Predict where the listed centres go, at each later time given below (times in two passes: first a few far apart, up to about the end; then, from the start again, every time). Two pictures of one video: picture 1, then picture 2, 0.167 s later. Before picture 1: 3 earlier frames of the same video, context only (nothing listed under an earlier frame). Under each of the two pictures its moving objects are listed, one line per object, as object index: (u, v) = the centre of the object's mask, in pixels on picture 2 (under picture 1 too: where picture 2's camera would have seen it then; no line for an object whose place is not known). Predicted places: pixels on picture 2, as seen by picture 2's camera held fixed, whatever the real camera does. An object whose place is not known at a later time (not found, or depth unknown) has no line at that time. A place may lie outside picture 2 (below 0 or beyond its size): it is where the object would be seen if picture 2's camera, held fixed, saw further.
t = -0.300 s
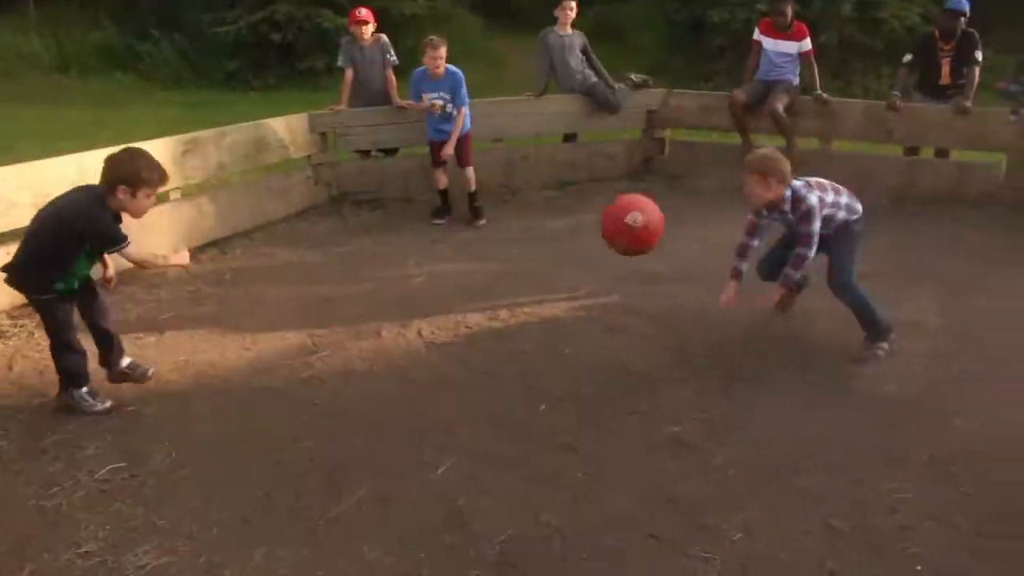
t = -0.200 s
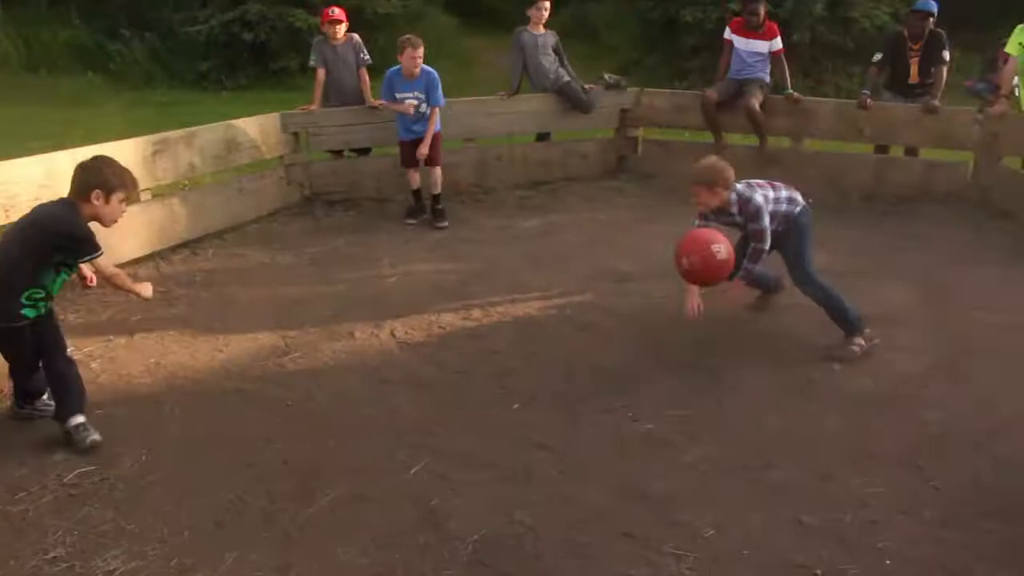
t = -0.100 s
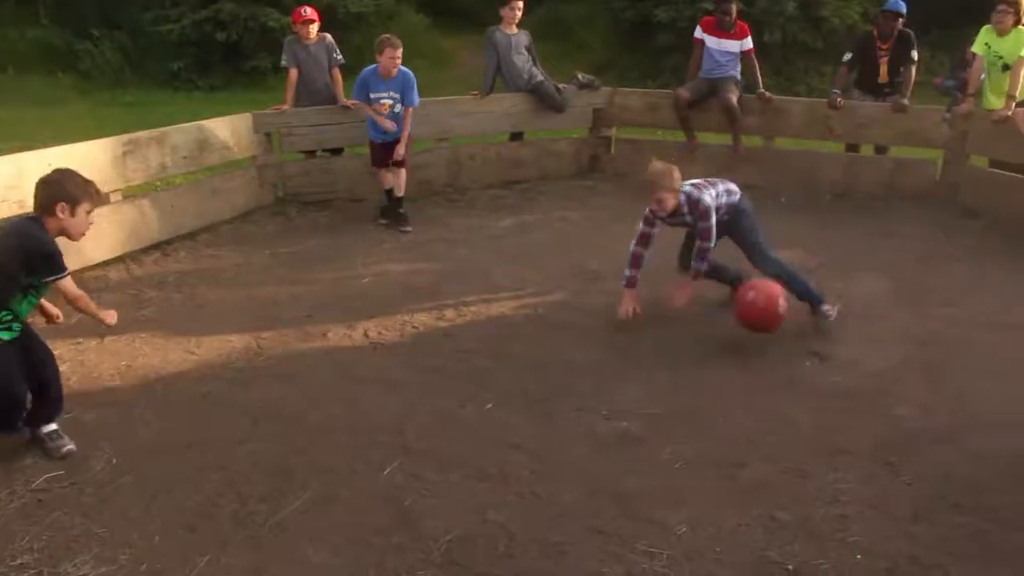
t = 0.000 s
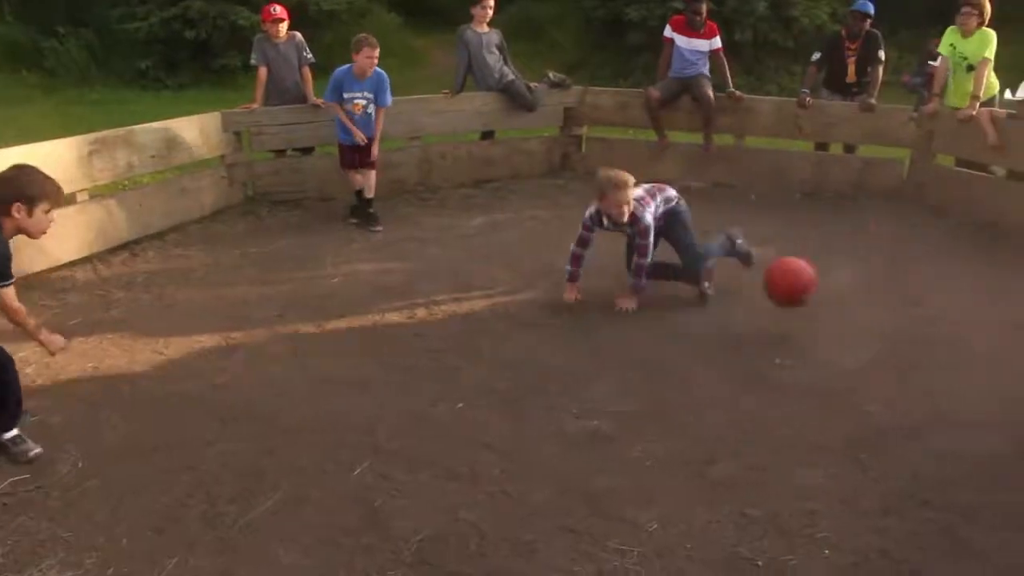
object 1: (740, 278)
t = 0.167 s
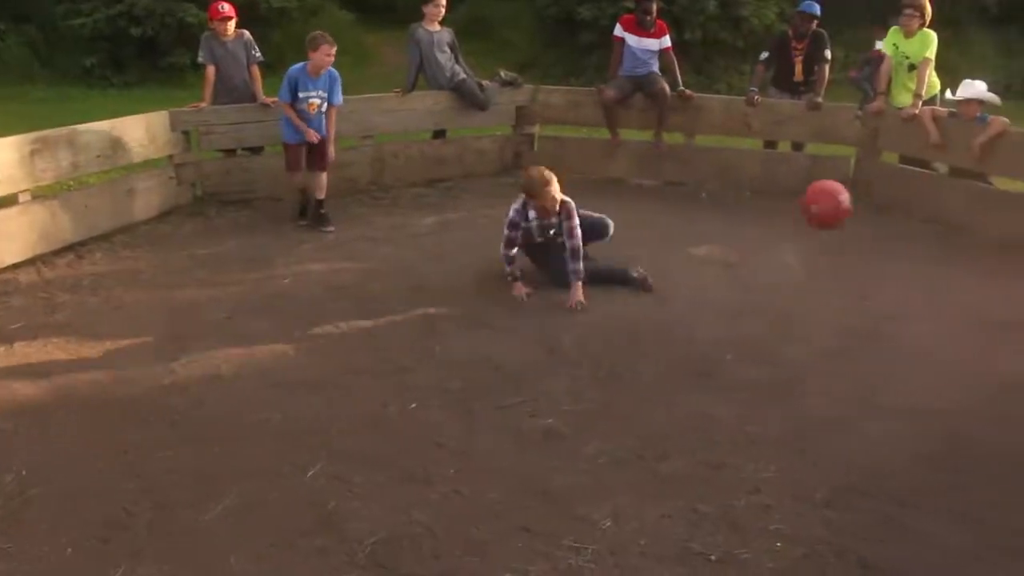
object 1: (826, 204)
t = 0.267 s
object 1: (868, 189)
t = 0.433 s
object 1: (936, 204)
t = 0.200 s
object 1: (841, 197)
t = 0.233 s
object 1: (856, 192)
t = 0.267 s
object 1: (868, 189)
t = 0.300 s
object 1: (884, 188)
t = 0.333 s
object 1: (896, 187)
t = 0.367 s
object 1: (911, 191)
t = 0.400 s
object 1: (923, 195)
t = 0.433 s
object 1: (936, 204)
